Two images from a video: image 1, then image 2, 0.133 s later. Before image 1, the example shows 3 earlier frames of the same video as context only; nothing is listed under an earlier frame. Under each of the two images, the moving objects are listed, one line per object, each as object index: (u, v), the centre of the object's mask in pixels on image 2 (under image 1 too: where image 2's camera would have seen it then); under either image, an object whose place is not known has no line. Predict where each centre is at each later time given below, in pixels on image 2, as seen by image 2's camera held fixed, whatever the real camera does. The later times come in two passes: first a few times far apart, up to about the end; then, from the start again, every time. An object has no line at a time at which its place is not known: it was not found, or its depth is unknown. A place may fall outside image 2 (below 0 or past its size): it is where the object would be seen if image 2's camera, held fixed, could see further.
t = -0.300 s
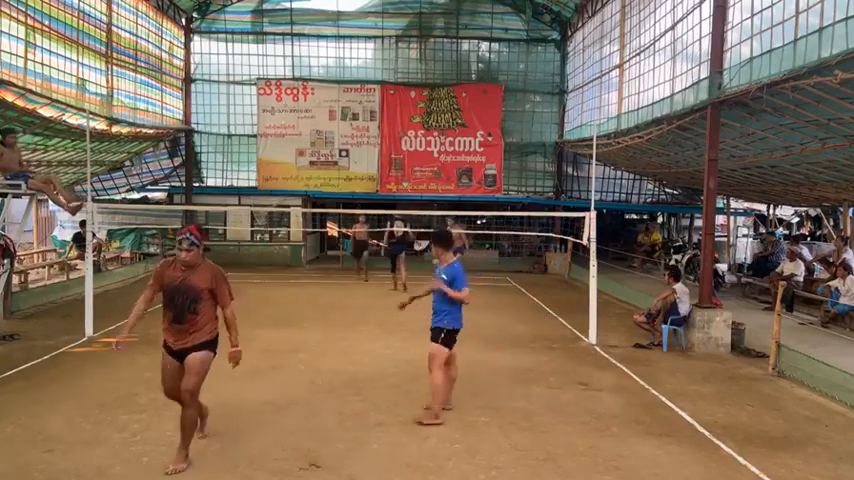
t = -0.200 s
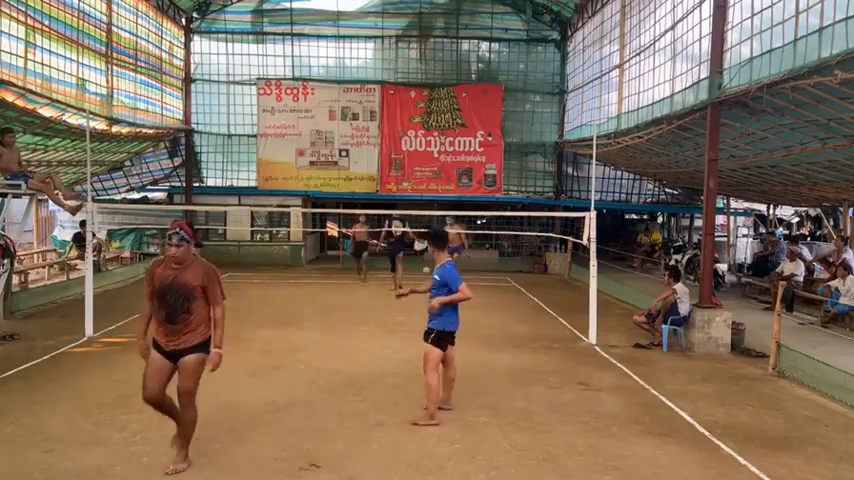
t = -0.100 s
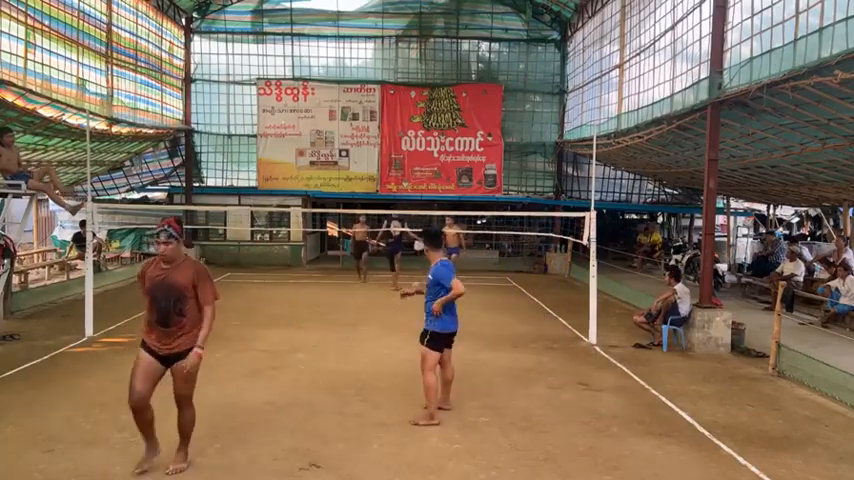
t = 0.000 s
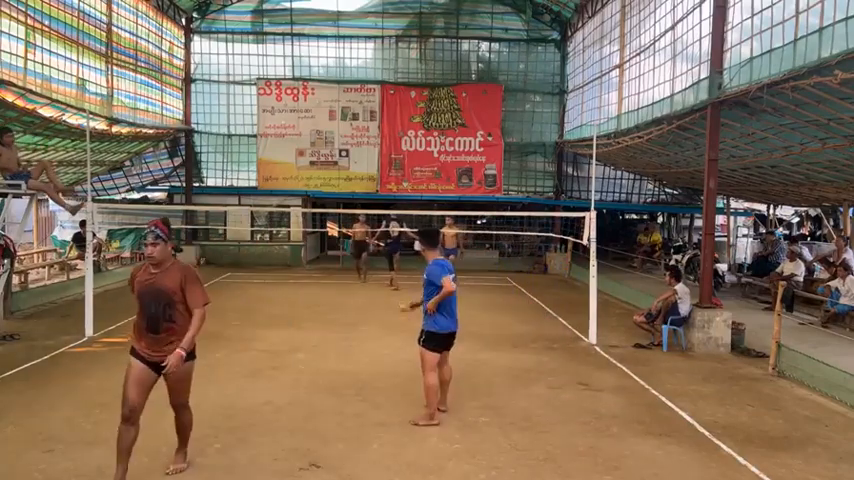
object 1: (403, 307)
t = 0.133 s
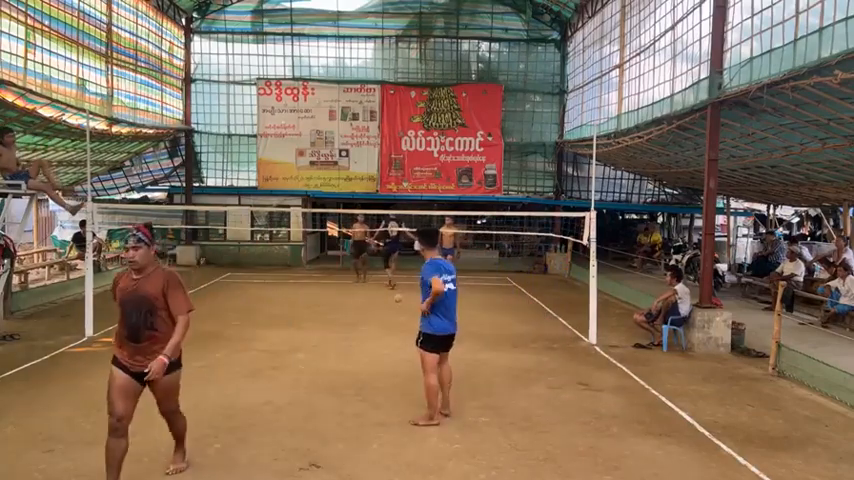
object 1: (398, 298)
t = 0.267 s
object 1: (391, 299)
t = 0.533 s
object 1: (375, 338)
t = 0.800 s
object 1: (357, 338)
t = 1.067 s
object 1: (331, 383)
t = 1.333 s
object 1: (298, 428)
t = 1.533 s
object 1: (264, 473)
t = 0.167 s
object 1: (396, 297)
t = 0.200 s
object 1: (394, 297)
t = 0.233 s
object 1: (393, 297)
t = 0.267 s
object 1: (391, 299)
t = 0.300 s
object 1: (390, 301)
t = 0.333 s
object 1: (387, 304)
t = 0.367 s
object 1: (386, 308)
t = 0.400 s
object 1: (384, 312)
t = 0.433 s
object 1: (382, 318)
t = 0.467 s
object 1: (380, 325)
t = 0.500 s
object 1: (378, 333)
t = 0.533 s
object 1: (375, 338)
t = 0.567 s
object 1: (374, 335)
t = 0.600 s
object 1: (371, 333)
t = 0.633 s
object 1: (369, 332)
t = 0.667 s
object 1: (367, 332)
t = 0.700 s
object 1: (365, 332)
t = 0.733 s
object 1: (363, 333)
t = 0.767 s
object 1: (360, 335)
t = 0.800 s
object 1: (357, 338)
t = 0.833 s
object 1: (354, 343)
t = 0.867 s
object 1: (351, 347)
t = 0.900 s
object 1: (348, 354)
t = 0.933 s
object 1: (345, 362)
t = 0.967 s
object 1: (342, 372)
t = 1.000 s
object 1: (338, 380)
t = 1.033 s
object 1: (335, 380)
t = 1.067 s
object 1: (331, 383)
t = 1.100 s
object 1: (328, 387)
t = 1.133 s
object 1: (324, 392)
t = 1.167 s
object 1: (320, 399)
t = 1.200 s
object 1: (316, 407)
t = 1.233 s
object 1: (312, 414)
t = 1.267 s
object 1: (308, 417)
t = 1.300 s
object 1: (304, 422)
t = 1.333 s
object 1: (298, 428)
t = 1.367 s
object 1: (293, 437)
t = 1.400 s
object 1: (288, 446)
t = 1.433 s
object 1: (283, 452)
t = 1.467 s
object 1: (276, 459)
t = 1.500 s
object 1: (270, 466)
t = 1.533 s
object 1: (264, 473)
